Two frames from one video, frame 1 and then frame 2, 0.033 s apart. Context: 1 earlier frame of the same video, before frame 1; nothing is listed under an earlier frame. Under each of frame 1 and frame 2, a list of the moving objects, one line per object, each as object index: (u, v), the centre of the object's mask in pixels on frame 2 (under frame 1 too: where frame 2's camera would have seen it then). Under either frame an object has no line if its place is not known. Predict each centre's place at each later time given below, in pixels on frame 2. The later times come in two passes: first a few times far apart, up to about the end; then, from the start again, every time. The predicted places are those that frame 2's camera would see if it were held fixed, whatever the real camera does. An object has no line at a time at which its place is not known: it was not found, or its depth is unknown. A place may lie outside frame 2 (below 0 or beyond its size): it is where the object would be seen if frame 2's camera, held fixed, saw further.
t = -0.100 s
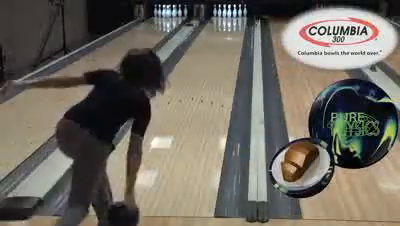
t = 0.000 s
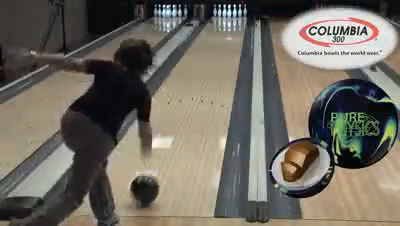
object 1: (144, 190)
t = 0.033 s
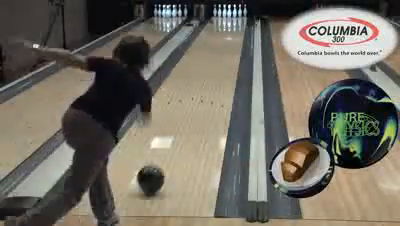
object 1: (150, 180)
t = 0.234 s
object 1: (176, 134)
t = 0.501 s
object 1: (197, 95)
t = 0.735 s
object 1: (210, 74)
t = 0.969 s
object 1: (218, 58)
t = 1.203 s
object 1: (224, 46)
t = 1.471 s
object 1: (229, 35)
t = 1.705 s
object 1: (233, 28)
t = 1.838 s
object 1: (233, 25)
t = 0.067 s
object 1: (155, 171)
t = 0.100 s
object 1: (160, 163)
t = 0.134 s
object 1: (165, 155)
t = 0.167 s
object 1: (169, 147)
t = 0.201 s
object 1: (173, 140)
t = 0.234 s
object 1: (176, 134)
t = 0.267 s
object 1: (180, 128)
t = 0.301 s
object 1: (183, 123)
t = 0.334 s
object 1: (186, 117)
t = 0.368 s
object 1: (188, 112)
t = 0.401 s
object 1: (191, 108)
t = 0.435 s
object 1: (193, 103)
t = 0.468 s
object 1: (195, 99)
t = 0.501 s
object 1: (197, 95)
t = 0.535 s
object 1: (199, 92)
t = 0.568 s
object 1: (201, 88)
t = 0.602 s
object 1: (203, 85)
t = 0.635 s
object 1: (205, 82)
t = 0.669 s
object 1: (206, 79)
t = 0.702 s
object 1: (208, 76)
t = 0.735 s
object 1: (210, 74)
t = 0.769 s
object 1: (211, 71)
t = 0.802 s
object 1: (212, 68)
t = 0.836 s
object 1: (213, 66)
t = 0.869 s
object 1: (215, 64)
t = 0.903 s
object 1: (216, 62)
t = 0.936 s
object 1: (217, 60)
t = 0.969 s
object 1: (218, 58)
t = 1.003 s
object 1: (219, 56)
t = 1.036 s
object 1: (220, 54)
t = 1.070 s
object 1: (221, 52)
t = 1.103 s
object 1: (222, 51)
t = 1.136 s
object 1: (223, 49)
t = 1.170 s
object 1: (224, 47)
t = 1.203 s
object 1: (224, 46)
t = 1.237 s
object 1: (225, 45)
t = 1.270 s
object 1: (226, 43)
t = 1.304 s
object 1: (226, 42)
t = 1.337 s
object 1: (227, 40)
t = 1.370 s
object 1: (228, 39)
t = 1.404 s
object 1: (228, 37)
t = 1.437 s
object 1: (229, 36)
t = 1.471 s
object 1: (229, 35)
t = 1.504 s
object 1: (230, 34)
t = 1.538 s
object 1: (230, 33)
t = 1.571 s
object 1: (231, 32)
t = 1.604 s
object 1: (231, 31)
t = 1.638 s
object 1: (232, 30)
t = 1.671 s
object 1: (232, 28)
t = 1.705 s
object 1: (233, 28)
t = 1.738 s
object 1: (233, 27)
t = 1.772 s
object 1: (233, 26)
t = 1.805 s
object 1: (233, 26)
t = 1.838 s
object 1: (233, 25)
